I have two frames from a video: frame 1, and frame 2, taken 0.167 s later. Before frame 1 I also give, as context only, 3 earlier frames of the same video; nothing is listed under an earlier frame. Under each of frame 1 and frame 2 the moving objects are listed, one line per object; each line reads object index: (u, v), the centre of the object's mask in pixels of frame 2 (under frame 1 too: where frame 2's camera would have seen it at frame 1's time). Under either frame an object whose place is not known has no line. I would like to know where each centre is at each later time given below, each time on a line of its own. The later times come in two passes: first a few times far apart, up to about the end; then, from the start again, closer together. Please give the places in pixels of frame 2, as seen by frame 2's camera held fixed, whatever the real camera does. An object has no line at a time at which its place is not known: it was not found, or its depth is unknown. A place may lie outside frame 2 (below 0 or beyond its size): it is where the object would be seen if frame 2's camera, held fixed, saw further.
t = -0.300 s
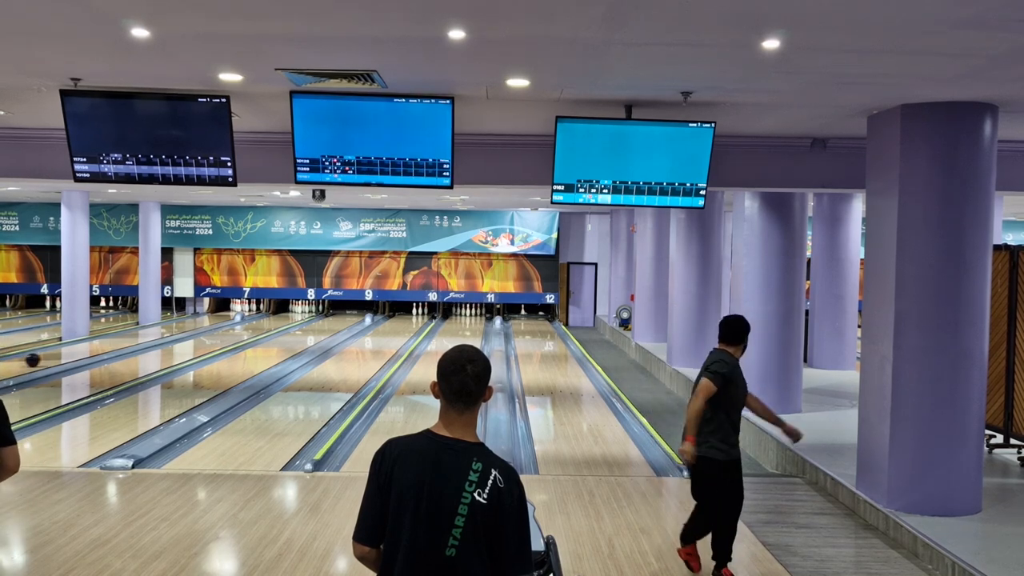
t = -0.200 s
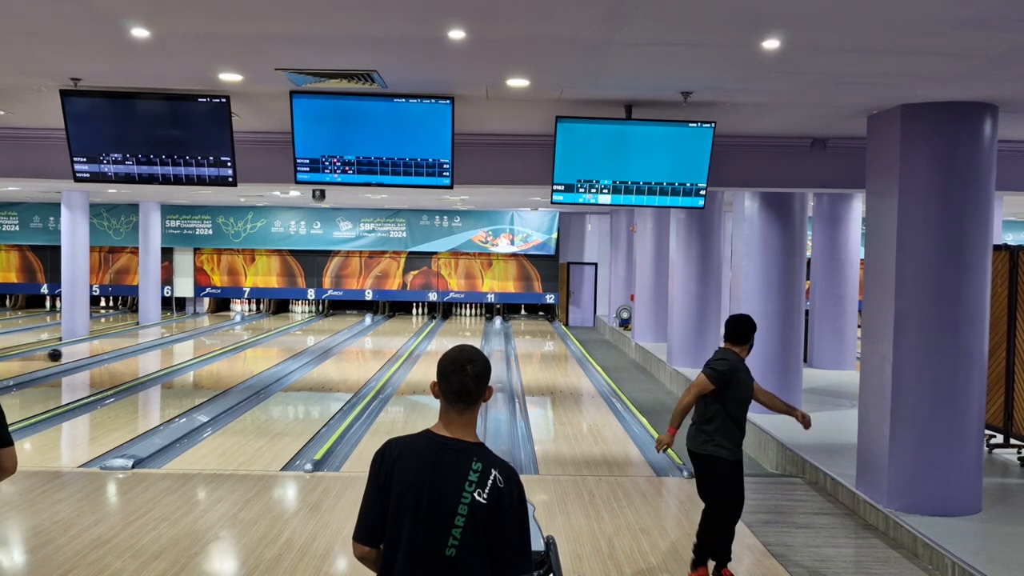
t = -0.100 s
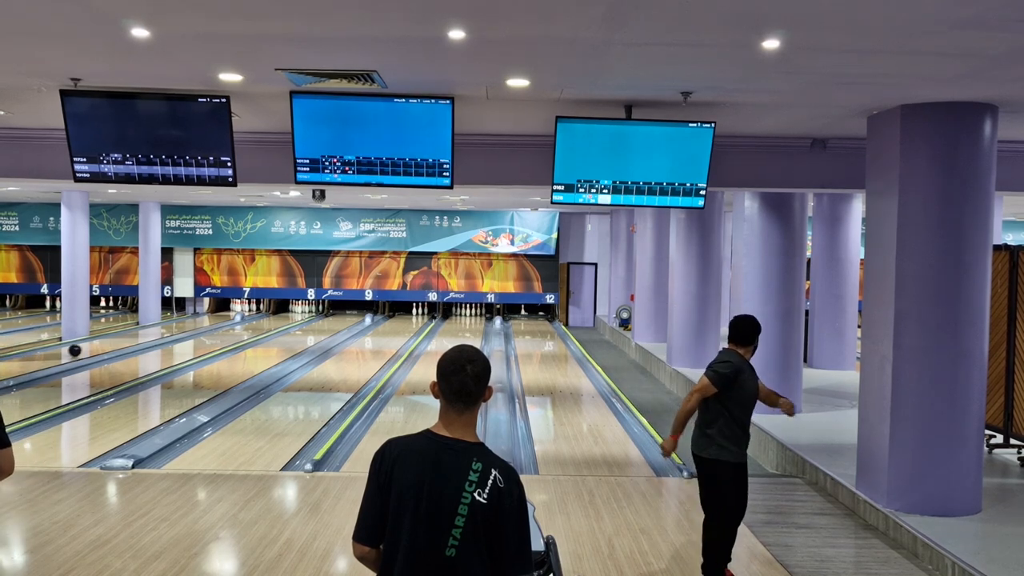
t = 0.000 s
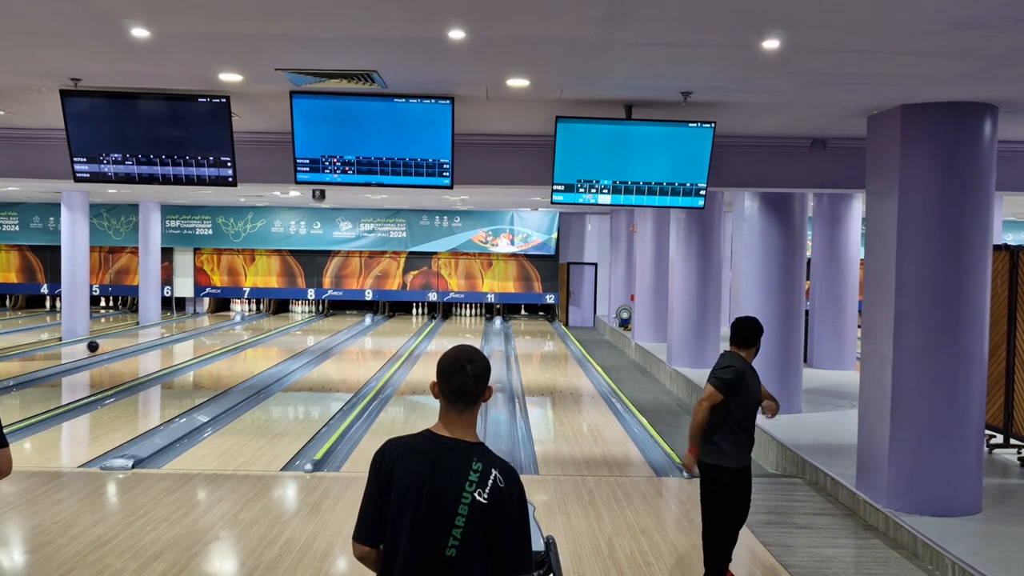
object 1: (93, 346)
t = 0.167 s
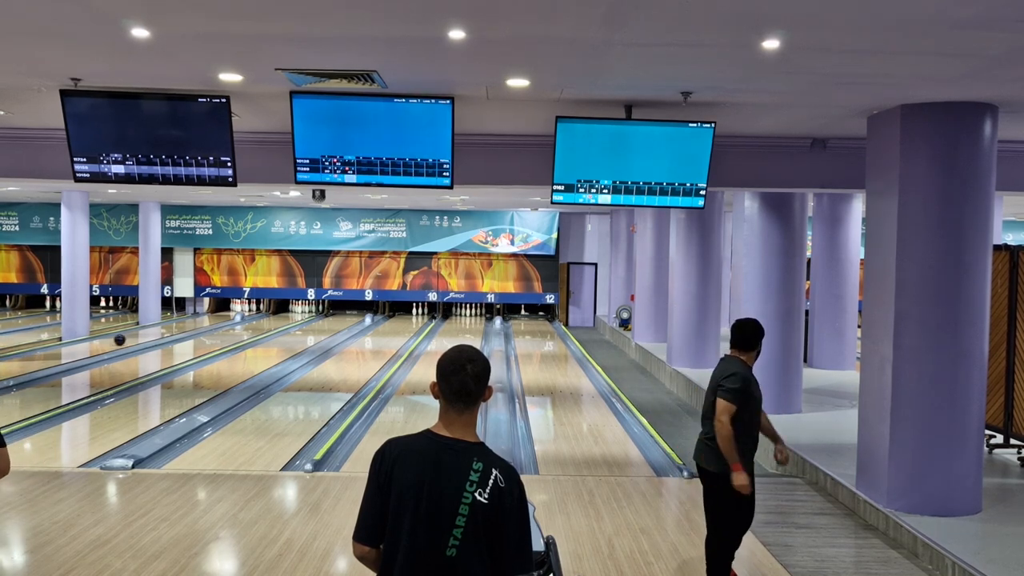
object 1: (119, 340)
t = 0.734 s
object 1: (187, 324)
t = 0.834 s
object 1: (196, 321)
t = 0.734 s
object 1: (187, 324)
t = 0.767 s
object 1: (190, 322)
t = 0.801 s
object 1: (193, 322)
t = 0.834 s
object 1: (196, 321)
